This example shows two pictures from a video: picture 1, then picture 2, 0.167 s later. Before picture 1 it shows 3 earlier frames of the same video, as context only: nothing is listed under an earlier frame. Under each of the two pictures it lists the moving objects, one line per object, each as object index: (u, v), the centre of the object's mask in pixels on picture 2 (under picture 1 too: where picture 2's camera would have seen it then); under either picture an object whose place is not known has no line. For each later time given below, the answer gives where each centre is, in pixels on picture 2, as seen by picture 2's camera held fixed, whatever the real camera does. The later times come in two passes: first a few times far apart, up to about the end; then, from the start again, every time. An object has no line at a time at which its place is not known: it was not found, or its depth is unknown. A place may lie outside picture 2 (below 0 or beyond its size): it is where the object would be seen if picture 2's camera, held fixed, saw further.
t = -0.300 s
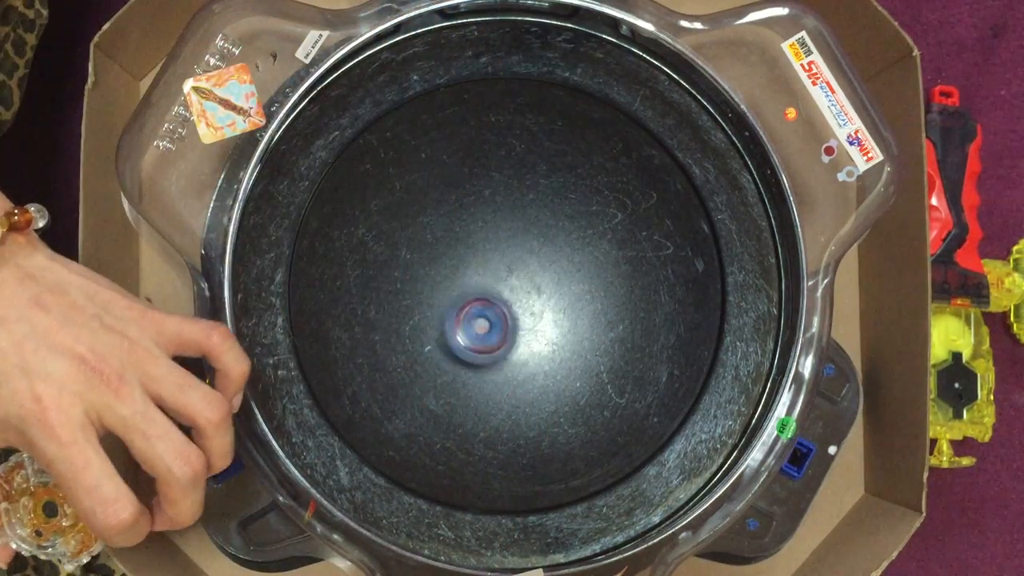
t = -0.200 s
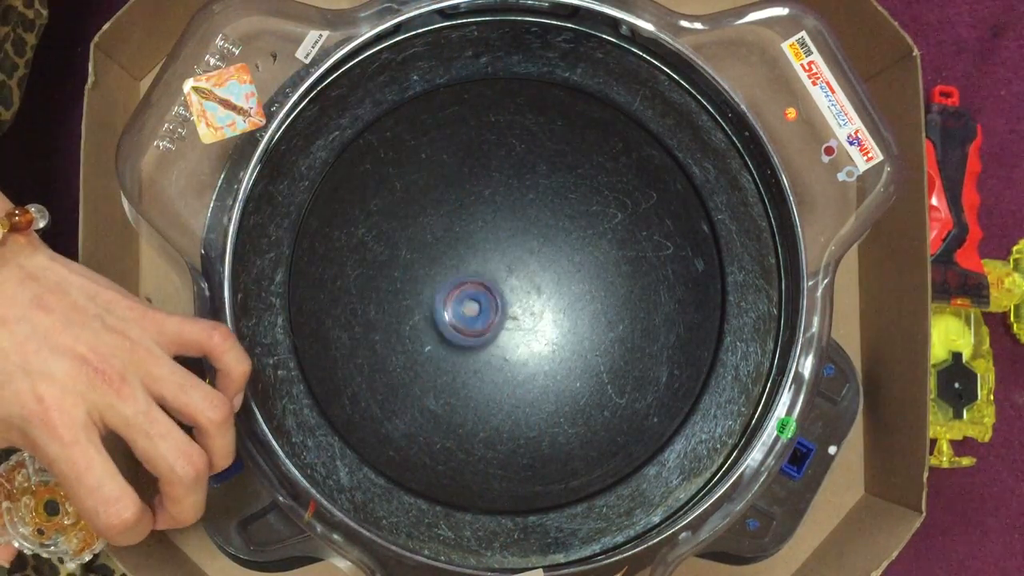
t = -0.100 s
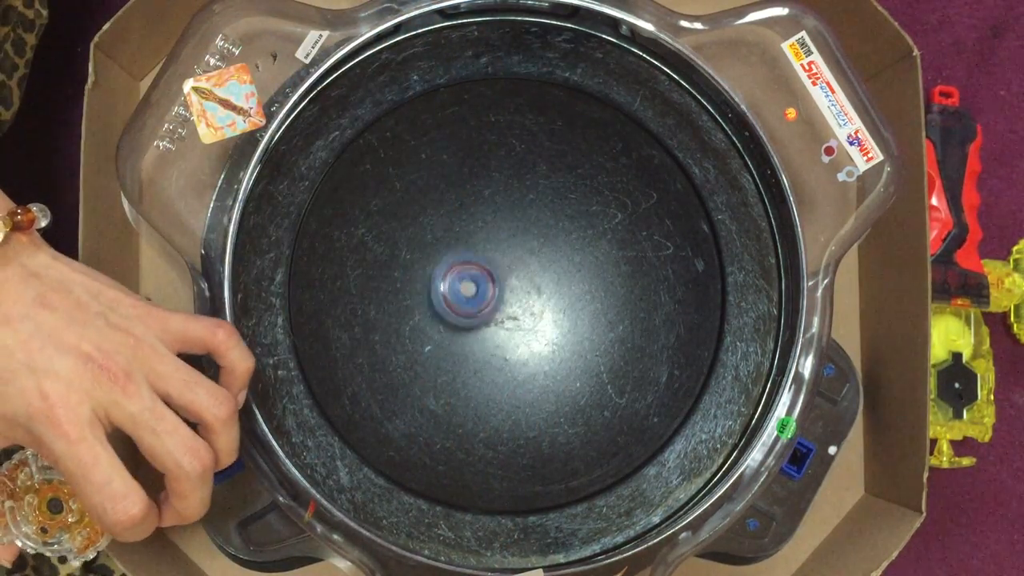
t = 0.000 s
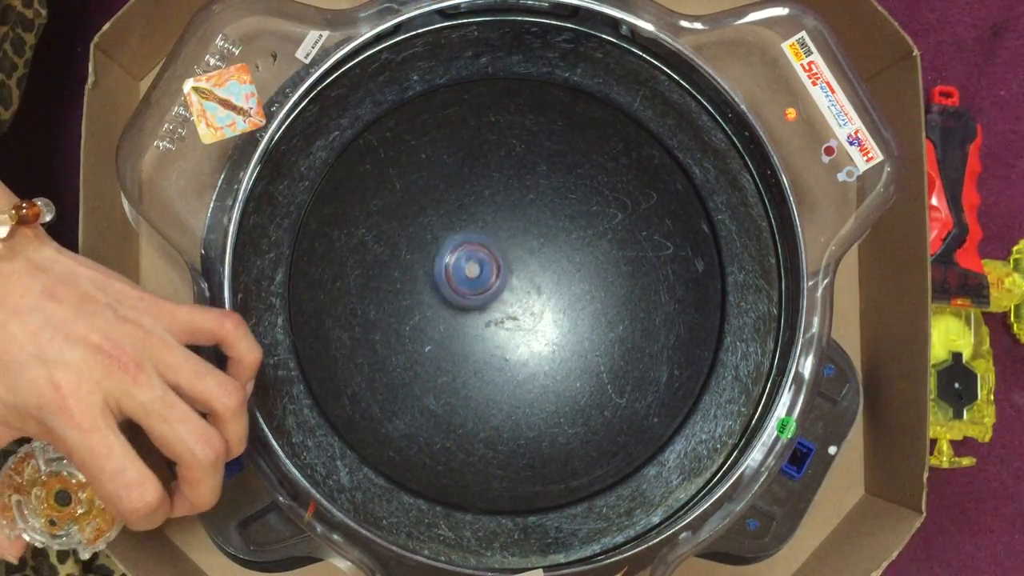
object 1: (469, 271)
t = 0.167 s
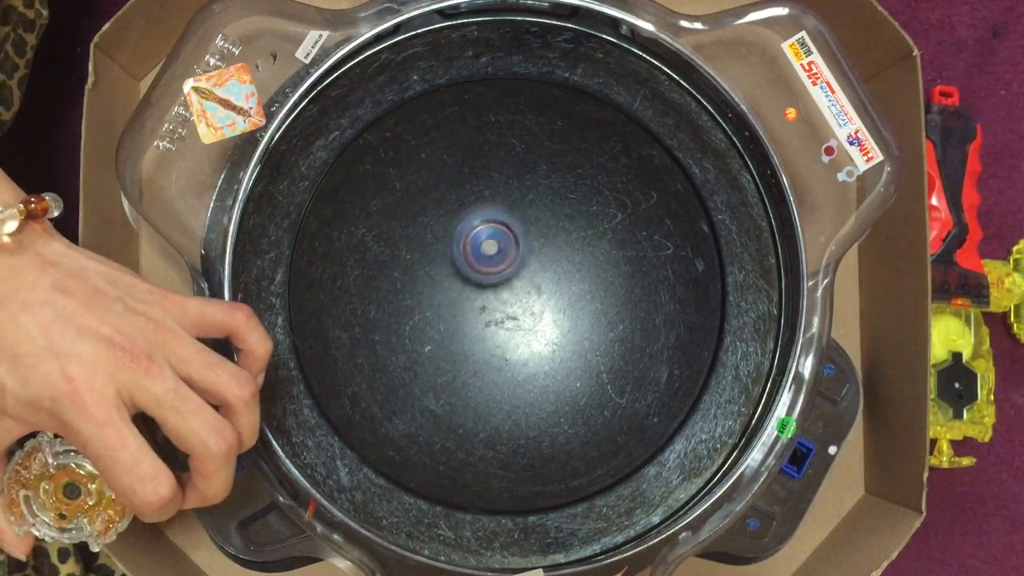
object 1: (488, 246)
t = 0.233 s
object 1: (497, 247)
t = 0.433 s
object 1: (526, 255)
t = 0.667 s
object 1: (545, 294)
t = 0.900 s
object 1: (526, 333)
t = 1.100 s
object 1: (496, 339)
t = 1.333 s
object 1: (472, 311)
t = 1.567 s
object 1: (479, 265)
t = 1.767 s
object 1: (506, 246)
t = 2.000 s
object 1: (534, 268)
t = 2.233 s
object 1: (537, 308)
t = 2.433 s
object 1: (513, 332)
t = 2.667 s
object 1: (481, 324)
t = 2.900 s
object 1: (474, 287)
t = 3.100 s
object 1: (493, 258)
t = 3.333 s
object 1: (525, 265)
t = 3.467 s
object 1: (537, 281)
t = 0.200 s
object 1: (493, 244)
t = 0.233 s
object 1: (497, 247)
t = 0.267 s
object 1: (501, 245)
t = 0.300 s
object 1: (505, 245)
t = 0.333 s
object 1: (511, 246)
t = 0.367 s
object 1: (516, 249)
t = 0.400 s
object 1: (520, 252)
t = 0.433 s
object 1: (526, 255)
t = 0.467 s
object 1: (530, 260)
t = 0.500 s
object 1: (534, 263)
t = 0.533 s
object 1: (538, 269)
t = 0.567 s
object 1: (541, 275)
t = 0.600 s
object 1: (543, 281)
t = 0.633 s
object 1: (543, 287)
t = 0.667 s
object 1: (545, 294)
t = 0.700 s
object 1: (546, 299)
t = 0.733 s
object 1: (542, 307)
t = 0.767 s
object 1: (540, 313)
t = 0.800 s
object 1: (537, 319)
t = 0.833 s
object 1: (534, 324)
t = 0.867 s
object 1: (531, 329)
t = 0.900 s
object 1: (526, 333)
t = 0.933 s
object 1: (521, 336)
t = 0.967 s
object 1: (517, 339)
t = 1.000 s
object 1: (512, 339)
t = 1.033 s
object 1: (507, 340)
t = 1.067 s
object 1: (501, 341)
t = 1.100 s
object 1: (496, 339)
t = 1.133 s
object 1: (491, 338)
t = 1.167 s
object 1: (487, 334)
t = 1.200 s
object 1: (483, 331)
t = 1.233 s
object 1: (479, 327)
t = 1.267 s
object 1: (476, 322)
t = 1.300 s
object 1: (473, 316)
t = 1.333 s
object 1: (472, 311)
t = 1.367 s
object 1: (471, 305)
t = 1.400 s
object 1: (471, 298)
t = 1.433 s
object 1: (471, 292)
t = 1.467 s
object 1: (473, 285)
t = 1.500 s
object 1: (475, 278)
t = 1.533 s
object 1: (477, 272)
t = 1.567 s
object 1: (479, 265)
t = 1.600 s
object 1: (482, 259)
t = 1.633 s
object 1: (487, 255)
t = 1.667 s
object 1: (492, 251)
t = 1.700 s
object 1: (497, 249)
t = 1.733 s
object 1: (501, 247)
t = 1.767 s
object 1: (506, 246)
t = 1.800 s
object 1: (511, 246)
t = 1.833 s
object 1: (516, 248)
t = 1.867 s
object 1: (521, 250)
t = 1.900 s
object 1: (525, 251)
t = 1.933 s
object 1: (528, 259)
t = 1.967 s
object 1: (530, 263)
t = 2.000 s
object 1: (534, 268)
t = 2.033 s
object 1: (537, 273)
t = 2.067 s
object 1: (538, 278)
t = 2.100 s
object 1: (540, 284)
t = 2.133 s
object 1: (540, 291)
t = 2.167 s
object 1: (540, 297)
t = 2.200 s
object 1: (538, 304)
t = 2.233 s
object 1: (537, 308)
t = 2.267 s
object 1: (534, 315)
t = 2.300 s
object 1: (531, 320)
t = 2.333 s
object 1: (527, 323)
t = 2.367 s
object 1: (521, 329)
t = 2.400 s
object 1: (518, 331)
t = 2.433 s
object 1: (513, 332)
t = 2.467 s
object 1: (508, 334)
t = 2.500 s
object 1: (503, 334)
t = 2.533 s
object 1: (498, 334)
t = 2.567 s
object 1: (494, 332)
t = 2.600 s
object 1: (489, 330)
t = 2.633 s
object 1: (485, 328)
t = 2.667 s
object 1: (481, 324)
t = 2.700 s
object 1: (478, 321)
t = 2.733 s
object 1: (475, 315)
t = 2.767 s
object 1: (473, 310)
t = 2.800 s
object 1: (473, 305)
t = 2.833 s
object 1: (472, 301)
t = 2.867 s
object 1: (472, 294)
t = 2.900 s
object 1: (474, 287)
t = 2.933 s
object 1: (475, 281)
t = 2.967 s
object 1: (478, 277)
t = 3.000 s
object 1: (482, 271)
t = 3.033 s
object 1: (485, 266)
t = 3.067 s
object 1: (488, 264)
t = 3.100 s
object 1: (493, 258)
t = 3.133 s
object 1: (497, 259)
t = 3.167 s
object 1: (504, 254)
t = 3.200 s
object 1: (508, 258)
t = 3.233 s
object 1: (511, 258)
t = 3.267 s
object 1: (516, 260)
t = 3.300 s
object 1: (520, 262)
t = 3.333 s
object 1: (525, 265)
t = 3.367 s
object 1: (529, 269)
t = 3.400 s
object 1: (532, 272)
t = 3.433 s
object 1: (534, 276)
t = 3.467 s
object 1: (537, 281)
